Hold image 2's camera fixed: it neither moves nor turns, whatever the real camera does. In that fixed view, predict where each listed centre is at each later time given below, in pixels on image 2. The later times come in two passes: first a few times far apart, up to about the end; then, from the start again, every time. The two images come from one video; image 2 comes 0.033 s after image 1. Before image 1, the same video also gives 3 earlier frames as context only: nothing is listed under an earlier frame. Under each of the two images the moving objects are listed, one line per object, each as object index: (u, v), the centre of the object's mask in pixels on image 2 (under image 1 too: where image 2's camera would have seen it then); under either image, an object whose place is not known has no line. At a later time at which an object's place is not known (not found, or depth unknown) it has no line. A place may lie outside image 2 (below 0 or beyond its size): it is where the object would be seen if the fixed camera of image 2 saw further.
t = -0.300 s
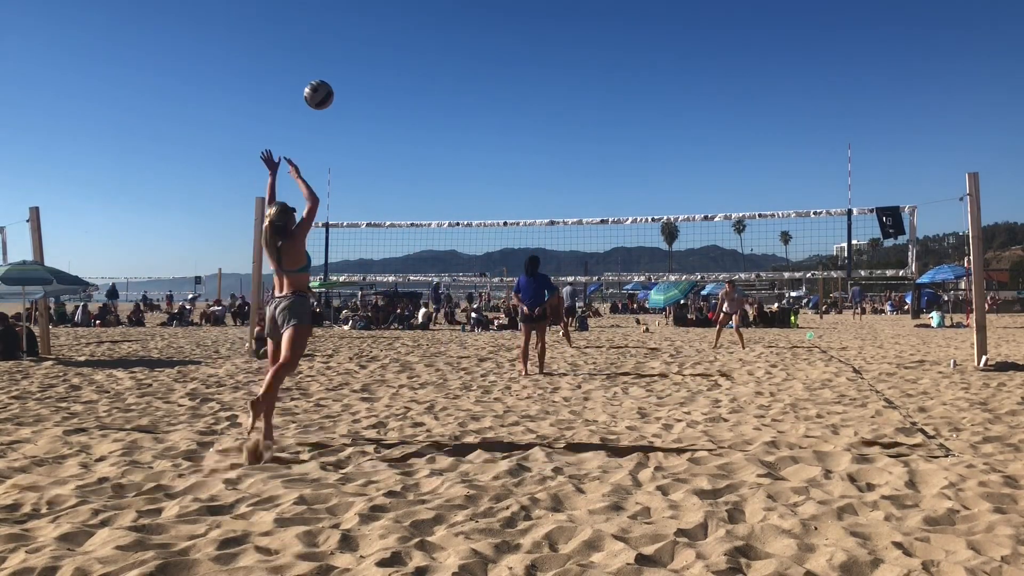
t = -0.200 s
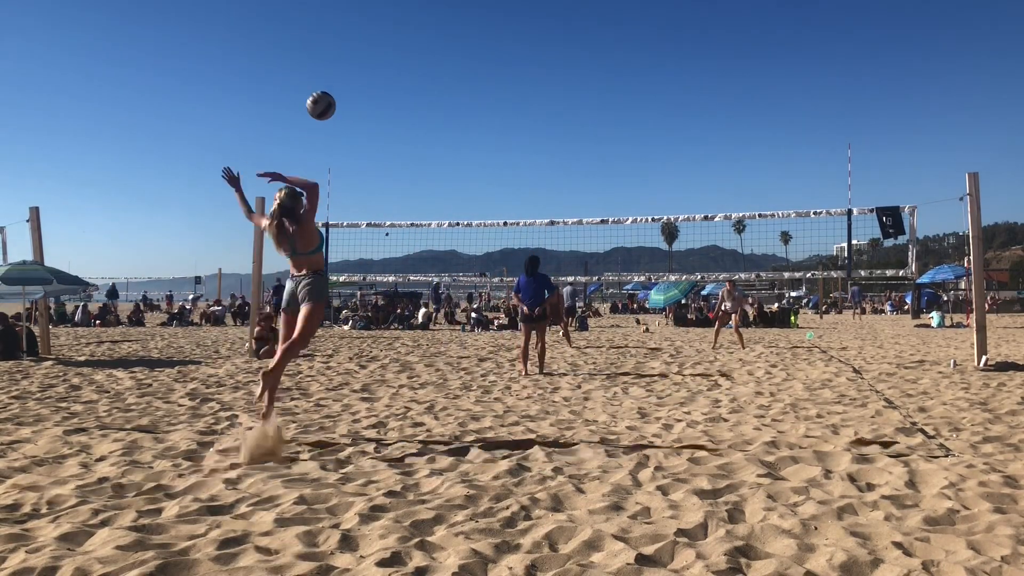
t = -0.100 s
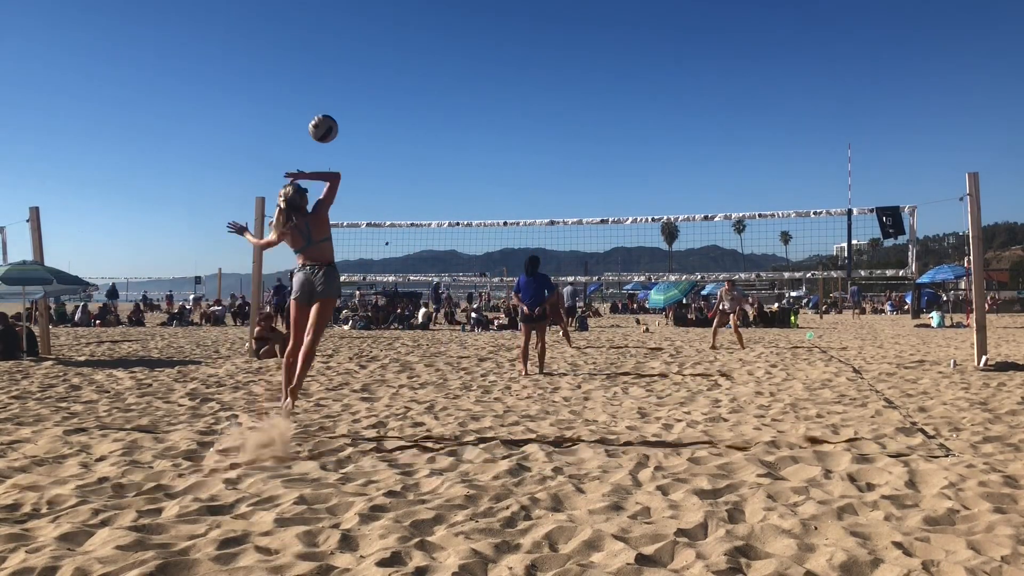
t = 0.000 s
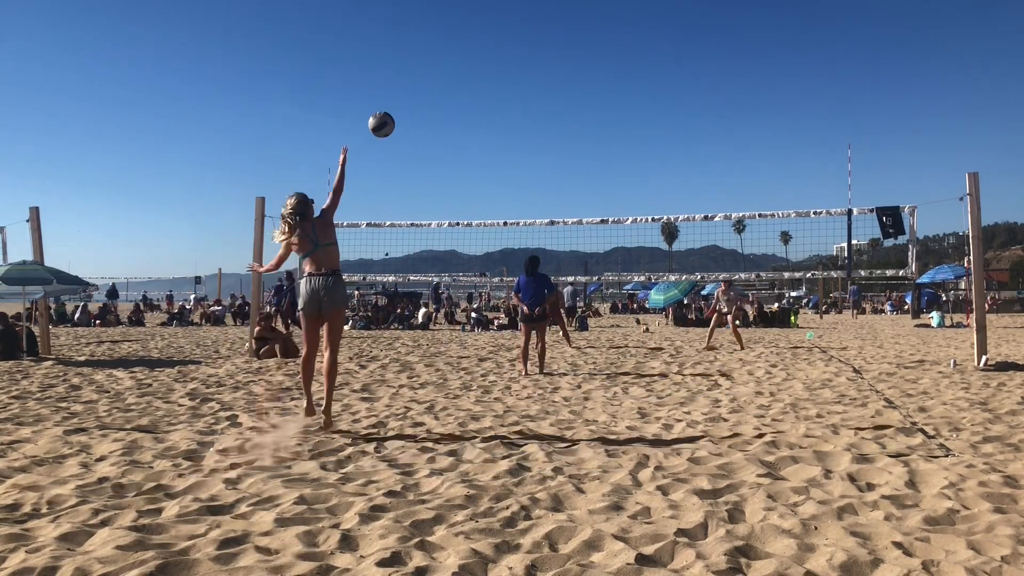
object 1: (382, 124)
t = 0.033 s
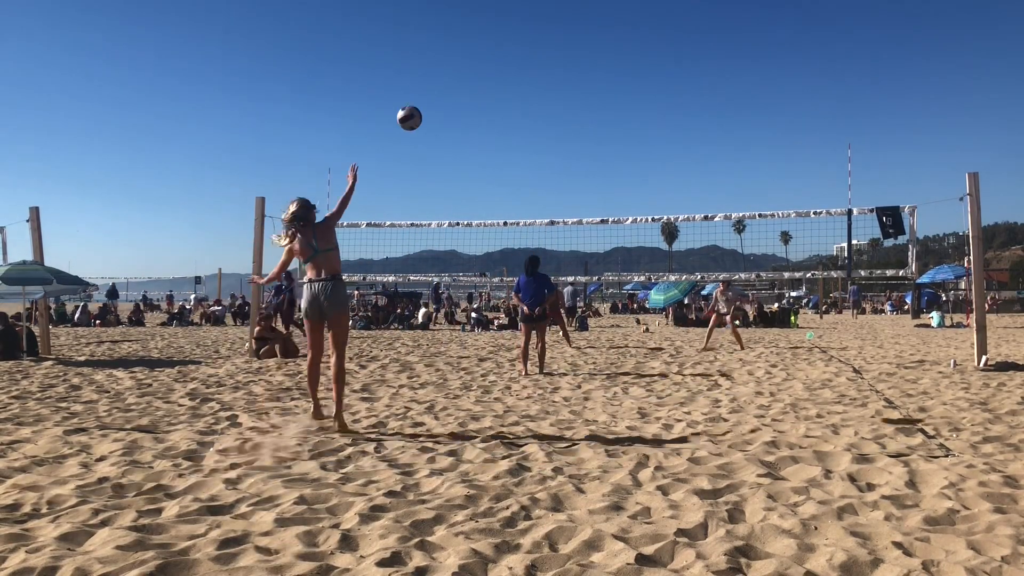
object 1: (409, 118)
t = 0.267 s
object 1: (548, 106)
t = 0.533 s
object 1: (643, 147)
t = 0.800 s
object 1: (698, 213)
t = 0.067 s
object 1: (435, 113)
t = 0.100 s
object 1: (457, 109)
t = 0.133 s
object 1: (478, 106)
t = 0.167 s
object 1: (497, 104)
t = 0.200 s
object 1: (515, 104)
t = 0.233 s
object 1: (532, 104)
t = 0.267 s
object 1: (548, 106)
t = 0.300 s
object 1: (562, 109)
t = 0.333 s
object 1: (577, 112)
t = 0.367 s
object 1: (590, 117)
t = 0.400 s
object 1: (602, 122)
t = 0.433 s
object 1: (613, 127)
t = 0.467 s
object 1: (624, 134)
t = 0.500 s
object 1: (634, 140)
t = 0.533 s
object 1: (643, 147)
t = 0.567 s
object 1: (652, 155)
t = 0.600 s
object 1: (660, 163)
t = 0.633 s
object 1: (667, 171)
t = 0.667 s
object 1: (674, 180)
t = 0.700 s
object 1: (680, 189)
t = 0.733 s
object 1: (686, 198)
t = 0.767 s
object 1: (692, 207)
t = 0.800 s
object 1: (698, 213)
